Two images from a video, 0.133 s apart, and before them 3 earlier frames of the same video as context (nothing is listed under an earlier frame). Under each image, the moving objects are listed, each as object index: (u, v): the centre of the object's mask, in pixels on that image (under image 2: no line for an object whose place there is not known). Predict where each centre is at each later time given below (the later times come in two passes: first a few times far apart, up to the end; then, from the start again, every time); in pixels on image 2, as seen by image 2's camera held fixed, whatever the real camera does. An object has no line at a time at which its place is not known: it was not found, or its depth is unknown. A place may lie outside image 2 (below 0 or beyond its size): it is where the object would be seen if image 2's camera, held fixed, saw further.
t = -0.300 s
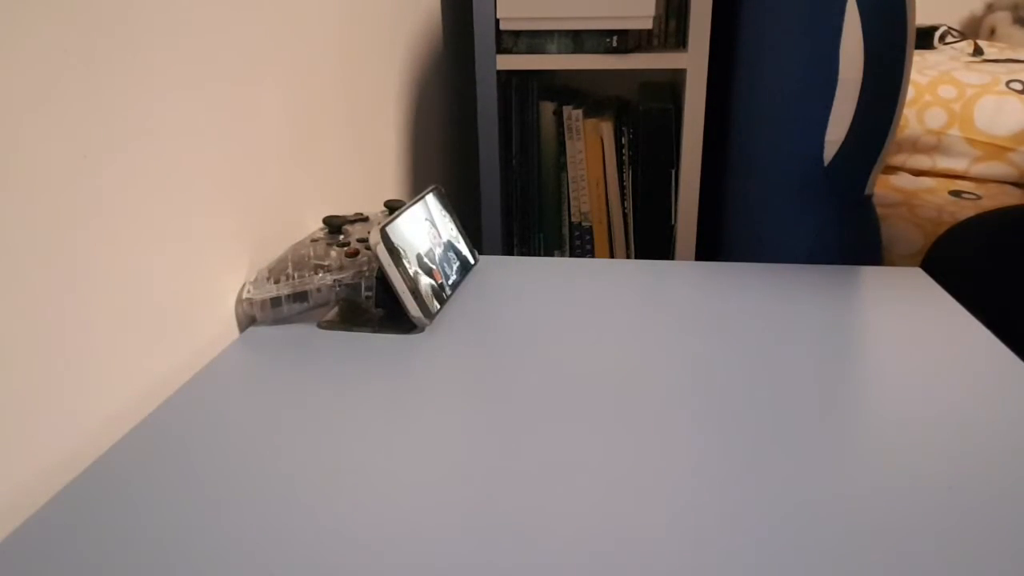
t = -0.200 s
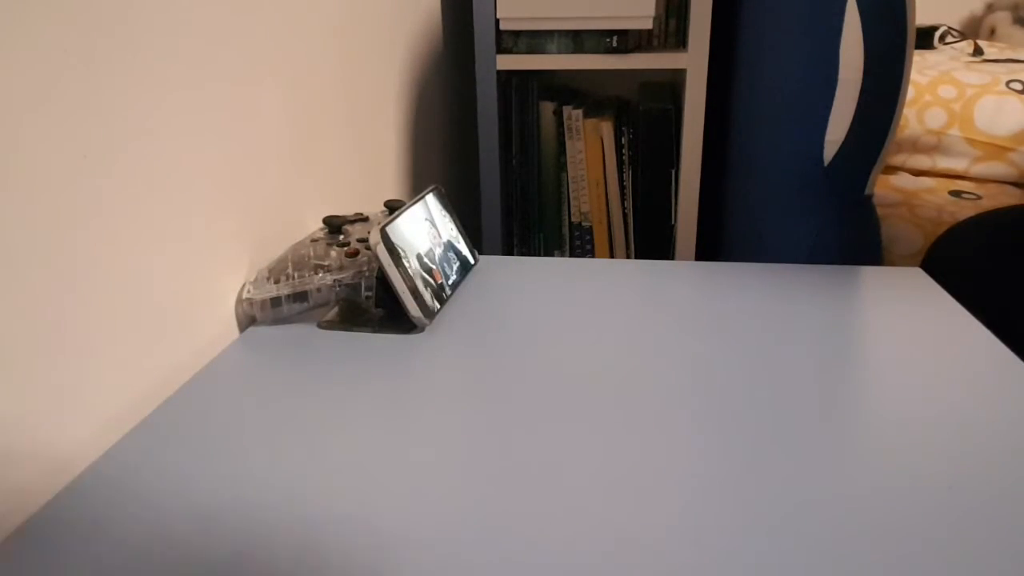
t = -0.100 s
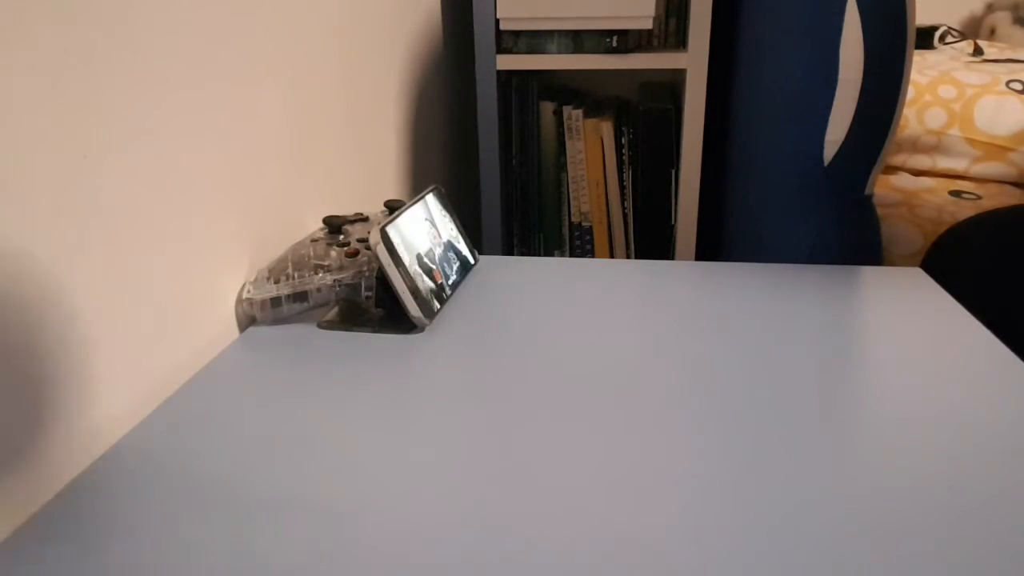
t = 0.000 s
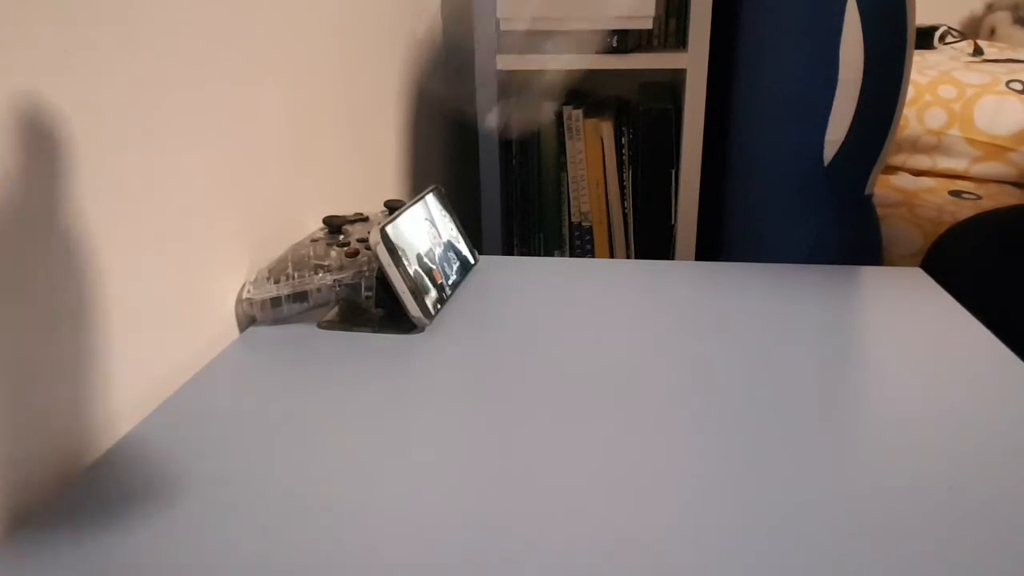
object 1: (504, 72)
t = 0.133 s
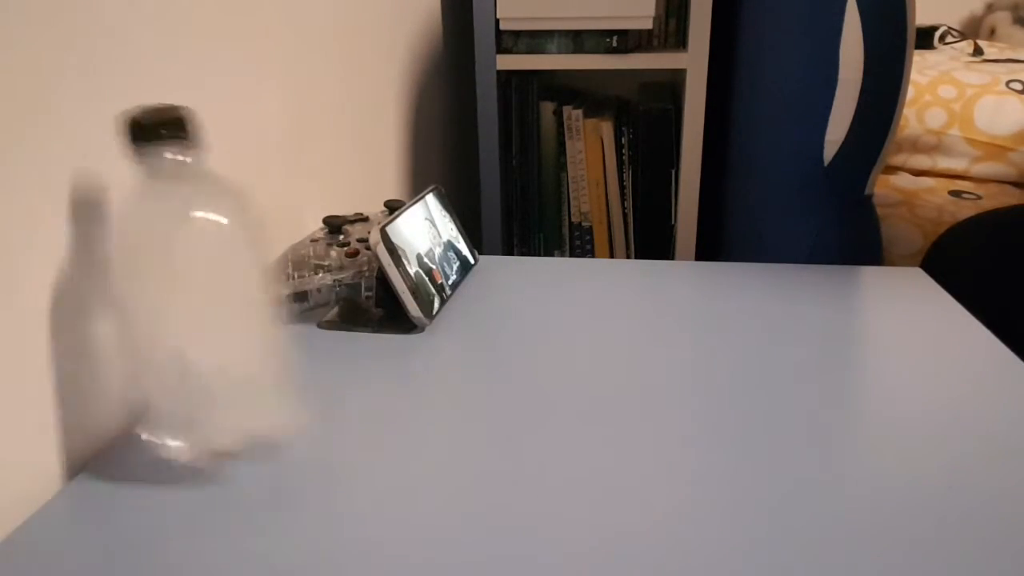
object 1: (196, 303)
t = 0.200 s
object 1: (164, 285)
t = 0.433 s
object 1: (206, 351)
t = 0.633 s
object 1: (231, 352)
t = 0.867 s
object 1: (253, 369)
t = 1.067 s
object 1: (292, 365)
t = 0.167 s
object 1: (161, 292)
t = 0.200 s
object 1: (164, 285)
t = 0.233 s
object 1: (157, 297)
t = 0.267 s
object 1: (172, 300)
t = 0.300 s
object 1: (190, 316)
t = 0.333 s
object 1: (199, 342)
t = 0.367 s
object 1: (196, 353)
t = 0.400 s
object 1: (200, 352)
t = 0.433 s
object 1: (206, 351)
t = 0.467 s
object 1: (210, 350)
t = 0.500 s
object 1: (214, 349)
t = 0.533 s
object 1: (217, 349)
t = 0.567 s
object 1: (222, 351)
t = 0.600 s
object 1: (226, 352)
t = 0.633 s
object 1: (231, 352)
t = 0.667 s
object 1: (234, 352)
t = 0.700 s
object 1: (234, 354)
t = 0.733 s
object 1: (237, 357)
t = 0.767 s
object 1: (241, 362)
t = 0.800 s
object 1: (246, 365)
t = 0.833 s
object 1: (248, 368)
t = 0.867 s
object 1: (253, 369)
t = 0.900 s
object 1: (259, 368)
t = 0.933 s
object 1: (262, 370)
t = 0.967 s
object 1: (264, 373)
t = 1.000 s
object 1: (268, 374)
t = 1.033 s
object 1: (271, 375)
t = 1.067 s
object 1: (292, 365)
